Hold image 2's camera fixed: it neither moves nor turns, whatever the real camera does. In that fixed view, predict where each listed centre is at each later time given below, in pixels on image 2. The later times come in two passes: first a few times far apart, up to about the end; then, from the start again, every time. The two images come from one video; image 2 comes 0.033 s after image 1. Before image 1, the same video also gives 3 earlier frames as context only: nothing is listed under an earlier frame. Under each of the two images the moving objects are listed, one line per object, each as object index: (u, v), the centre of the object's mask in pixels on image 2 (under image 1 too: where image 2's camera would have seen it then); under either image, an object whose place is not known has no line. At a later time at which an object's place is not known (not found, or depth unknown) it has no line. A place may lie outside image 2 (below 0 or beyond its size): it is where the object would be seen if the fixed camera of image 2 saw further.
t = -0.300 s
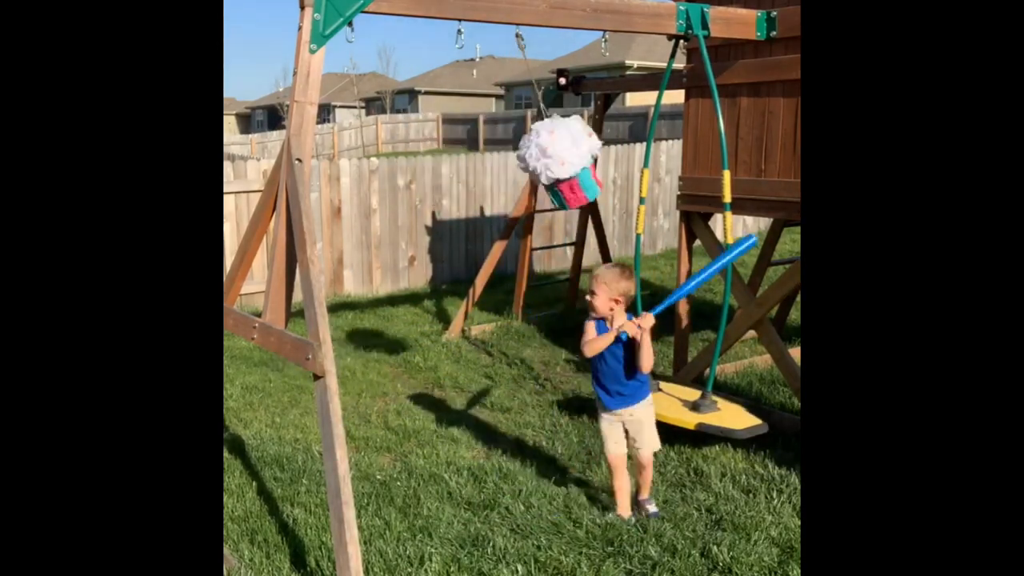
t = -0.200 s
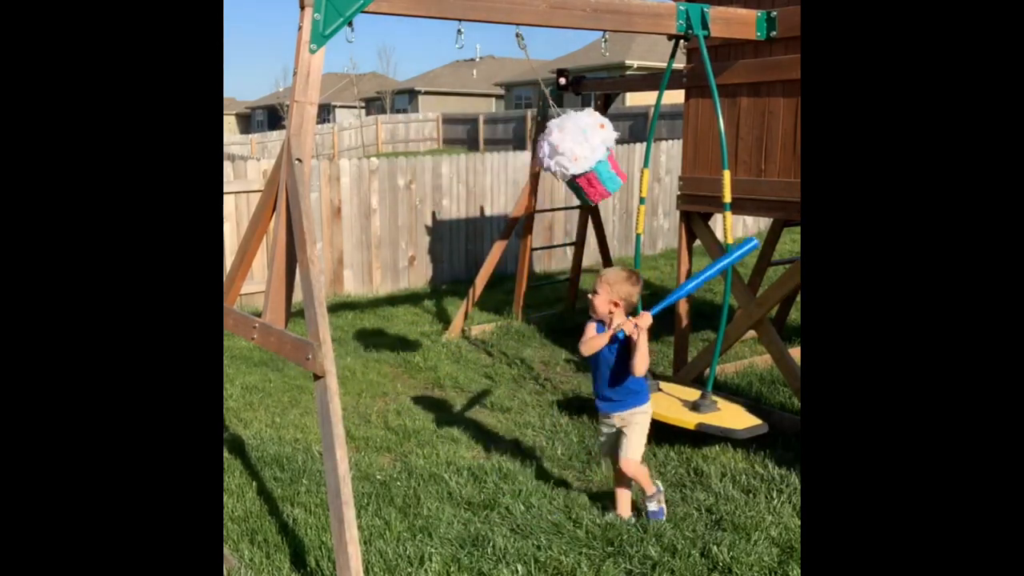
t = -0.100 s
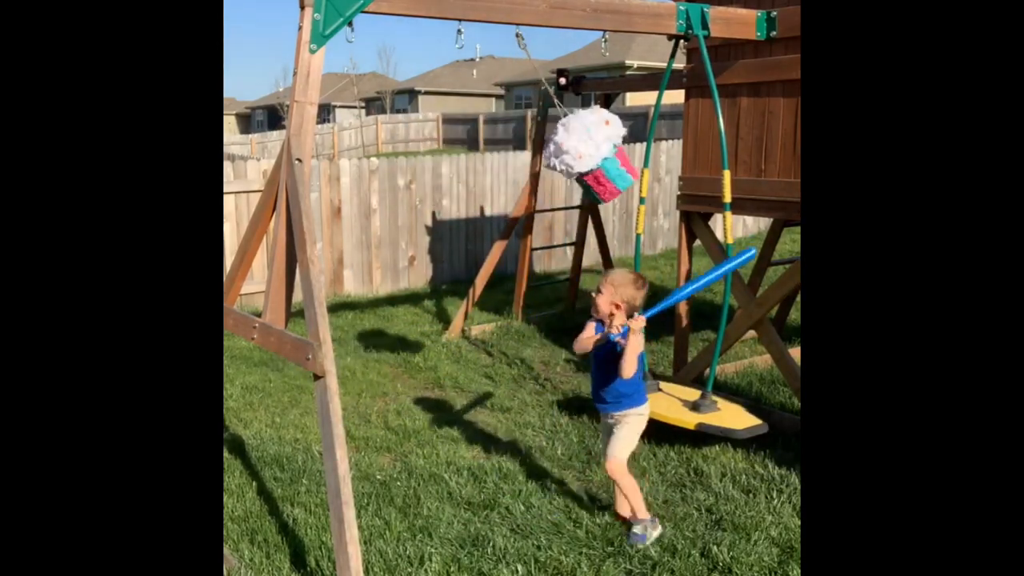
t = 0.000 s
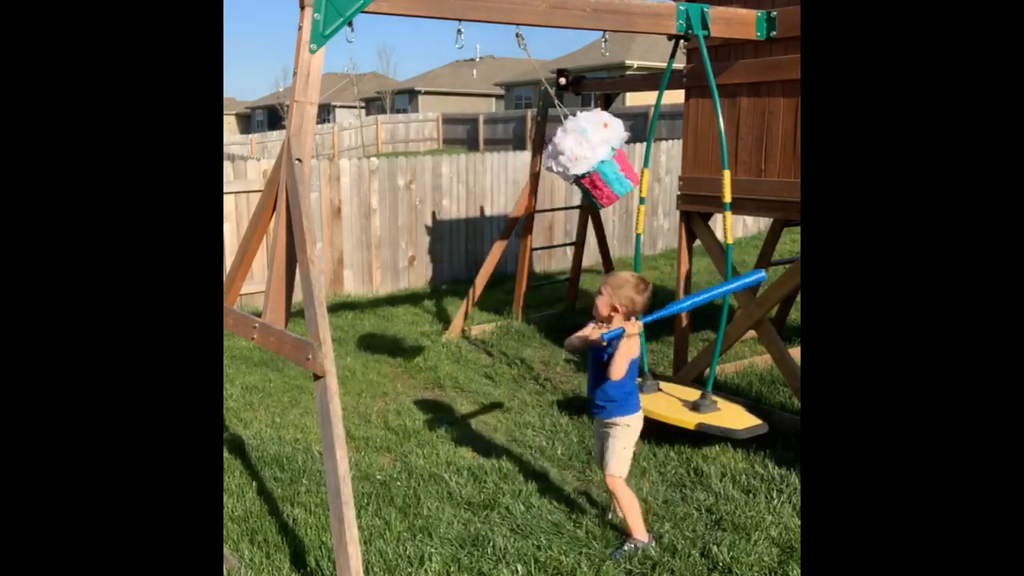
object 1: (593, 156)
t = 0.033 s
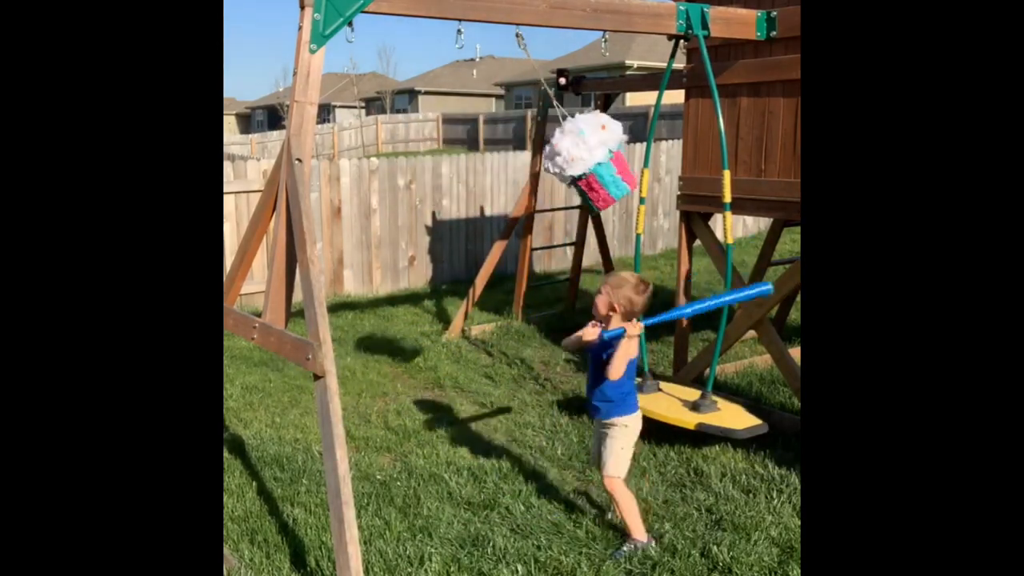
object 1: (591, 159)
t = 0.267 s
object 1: (544, 176)
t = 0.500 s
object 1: (470, 169)
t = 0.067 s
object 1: (588, 161)
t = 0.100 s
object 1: (583, 163)
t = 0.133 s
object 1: (578, 166)
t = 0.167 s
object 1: (571, 169)
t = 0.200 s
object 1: (562, 171)
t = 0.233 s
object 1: (554, 173)
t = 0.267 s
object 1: (544, 176)
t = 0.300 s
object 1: (533, 176)
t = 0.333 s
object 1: (523, 177)
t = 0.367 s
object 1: (511, 176)
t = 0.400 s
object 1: (500, 174)
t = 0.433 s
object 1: (489, 173)
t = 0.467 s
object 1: (479, 170)
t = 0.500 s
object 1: (470, 169)
